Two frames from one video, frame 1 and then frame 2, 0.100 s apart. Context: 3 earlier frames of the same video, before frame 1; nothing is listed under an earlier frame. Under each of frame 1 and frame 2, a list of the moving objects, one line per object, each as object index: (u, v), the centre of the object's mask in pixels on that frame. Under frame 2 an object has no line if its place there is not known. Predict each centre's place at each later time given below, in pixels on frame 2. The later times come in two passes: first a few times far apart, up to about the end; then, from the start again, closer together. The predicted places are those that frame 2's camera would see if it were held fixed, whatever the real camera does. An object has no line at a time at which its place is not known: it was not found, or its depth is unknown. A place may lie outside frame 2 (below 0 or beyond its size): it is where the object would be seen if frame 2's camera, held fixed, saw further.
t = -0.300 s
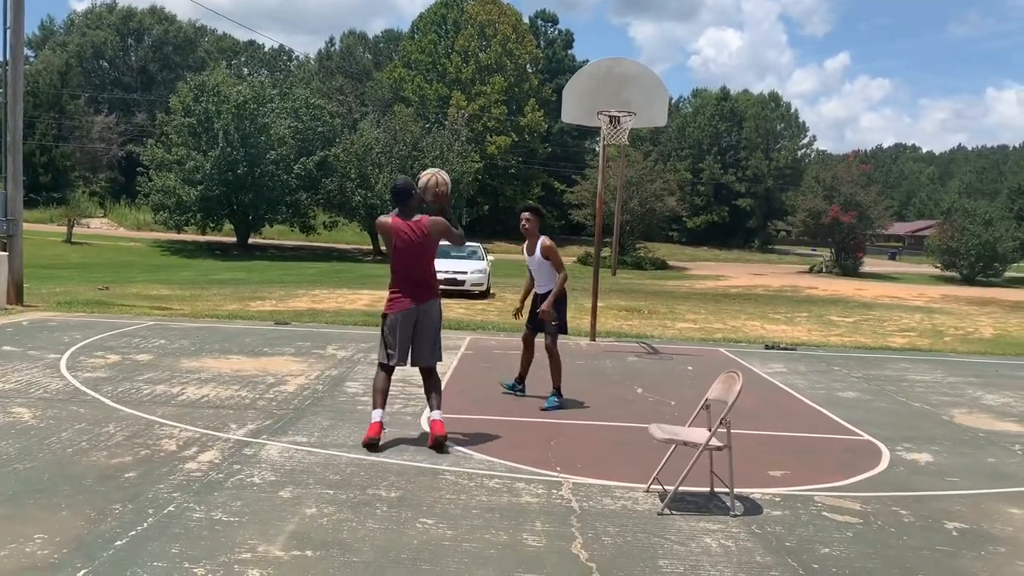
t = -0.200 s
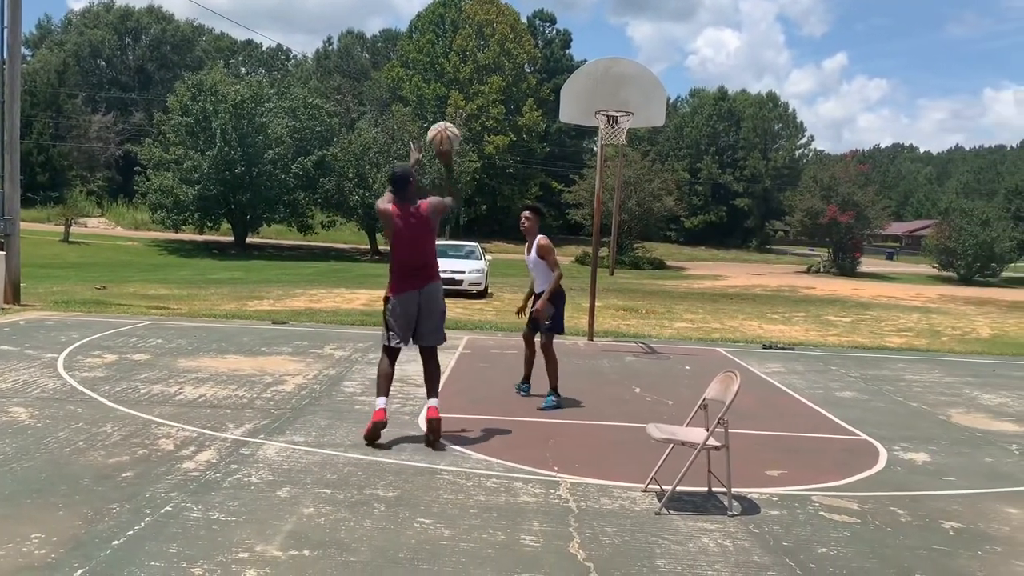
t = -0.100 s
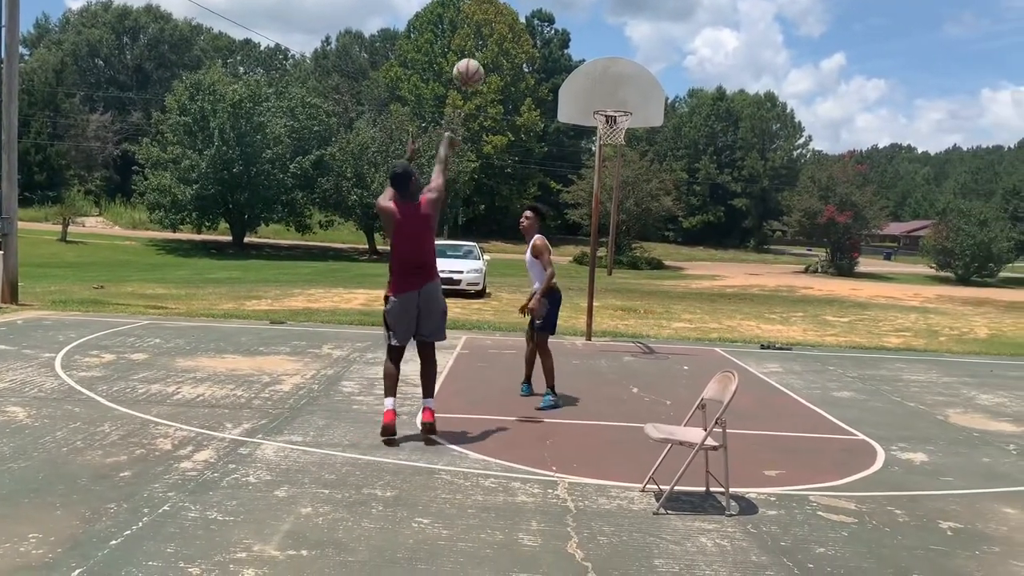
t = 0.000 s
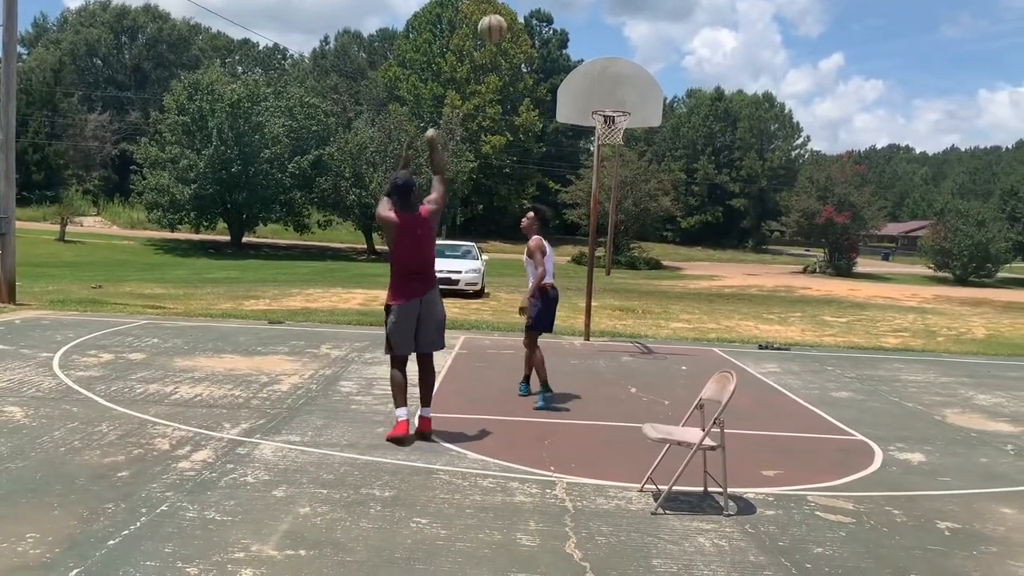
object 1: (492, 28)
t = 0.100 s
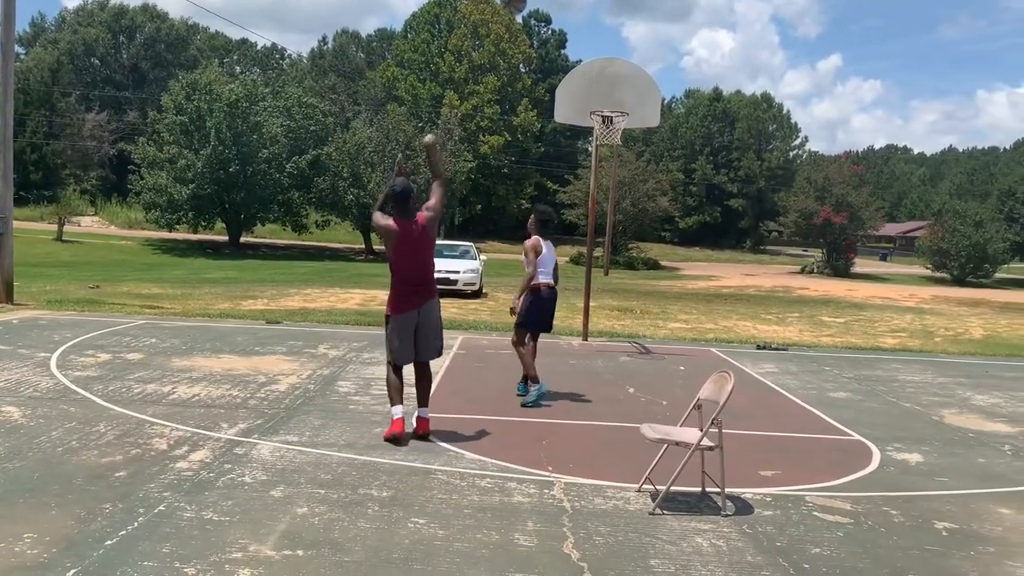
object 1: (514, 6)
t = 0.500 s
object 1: (578, 6)
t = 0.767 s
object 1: (604, 78)
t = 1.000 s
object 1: (600, 161)
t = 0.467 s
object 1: (573, 4)
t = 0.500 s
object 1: (578, 6)
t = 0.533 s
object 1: (581, 13)
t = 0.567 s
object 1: (585, 20)
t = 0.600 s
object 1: (588, 27)
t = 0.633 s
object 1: (592, 36)
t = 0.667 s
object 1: (595, 46)
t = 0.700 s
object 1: (598, 56)
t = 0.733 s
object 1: (602, 67)
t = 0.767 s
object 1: (604, 78)
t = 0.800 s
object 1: (607, 89)
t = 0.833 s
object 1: (609, 101)
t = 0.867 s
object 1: (612, 113)
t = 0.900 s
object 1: (607, 126)
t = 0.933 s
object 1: (608, 139)
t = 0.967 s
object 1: (604, 145)
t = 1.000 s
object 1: (600, 161)
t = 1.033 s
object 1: (596, 176)
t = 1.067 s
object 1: (593, 191)
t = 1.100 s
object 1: (592, 208)
